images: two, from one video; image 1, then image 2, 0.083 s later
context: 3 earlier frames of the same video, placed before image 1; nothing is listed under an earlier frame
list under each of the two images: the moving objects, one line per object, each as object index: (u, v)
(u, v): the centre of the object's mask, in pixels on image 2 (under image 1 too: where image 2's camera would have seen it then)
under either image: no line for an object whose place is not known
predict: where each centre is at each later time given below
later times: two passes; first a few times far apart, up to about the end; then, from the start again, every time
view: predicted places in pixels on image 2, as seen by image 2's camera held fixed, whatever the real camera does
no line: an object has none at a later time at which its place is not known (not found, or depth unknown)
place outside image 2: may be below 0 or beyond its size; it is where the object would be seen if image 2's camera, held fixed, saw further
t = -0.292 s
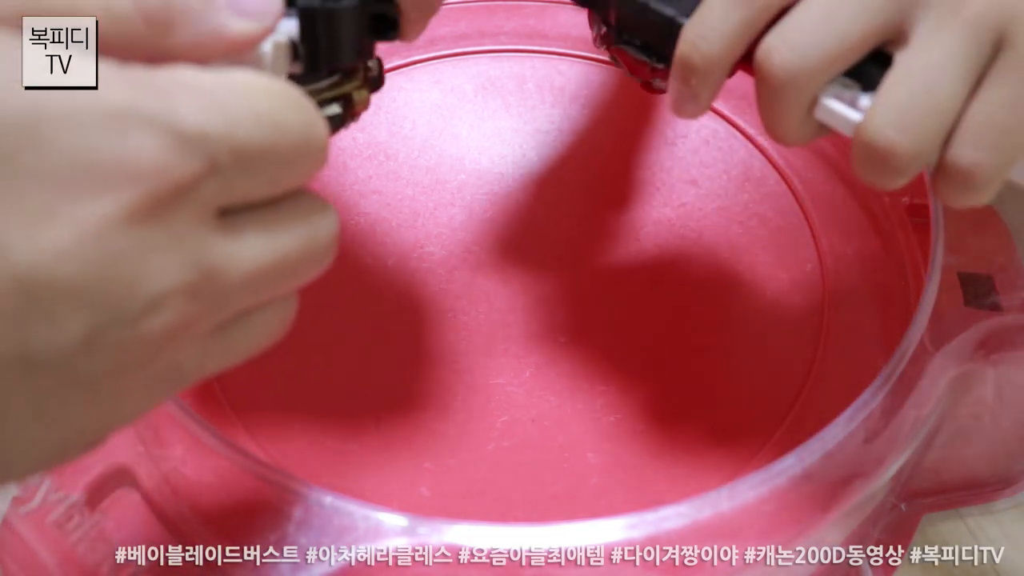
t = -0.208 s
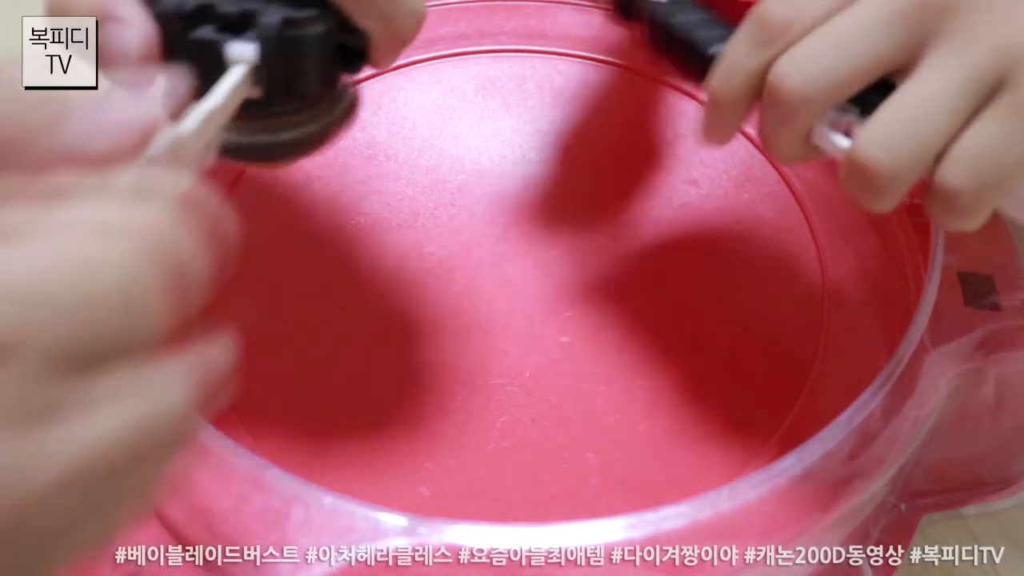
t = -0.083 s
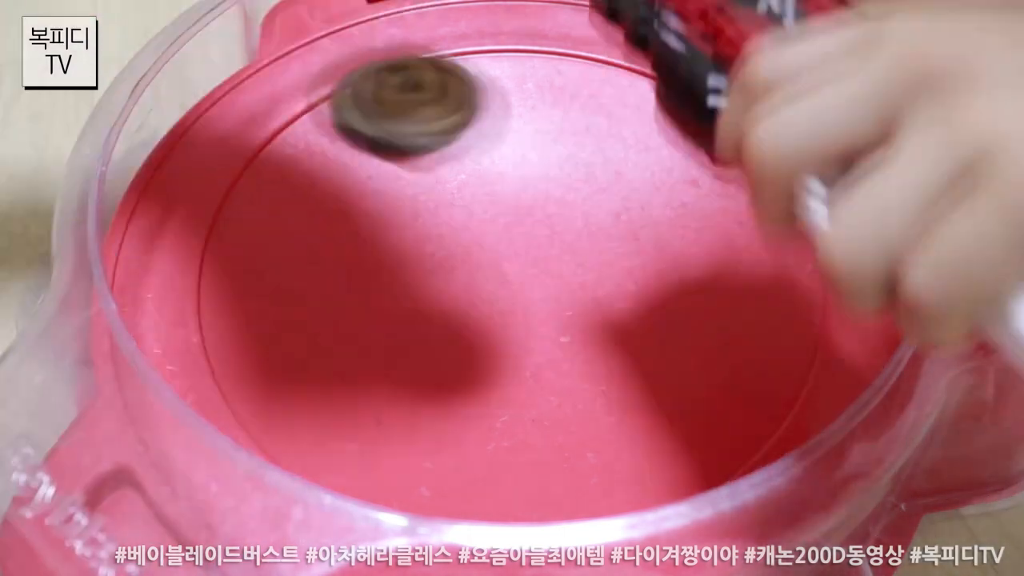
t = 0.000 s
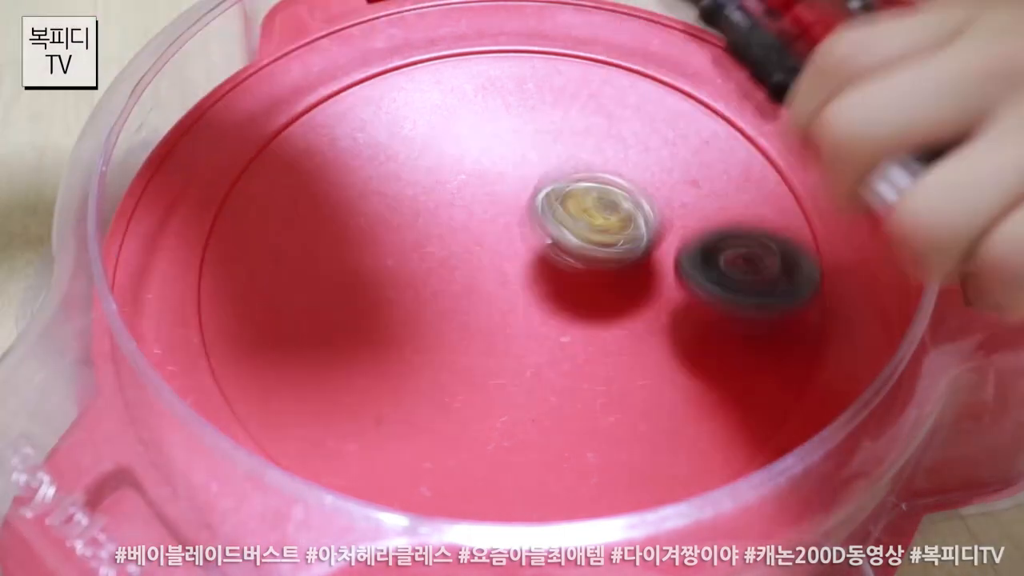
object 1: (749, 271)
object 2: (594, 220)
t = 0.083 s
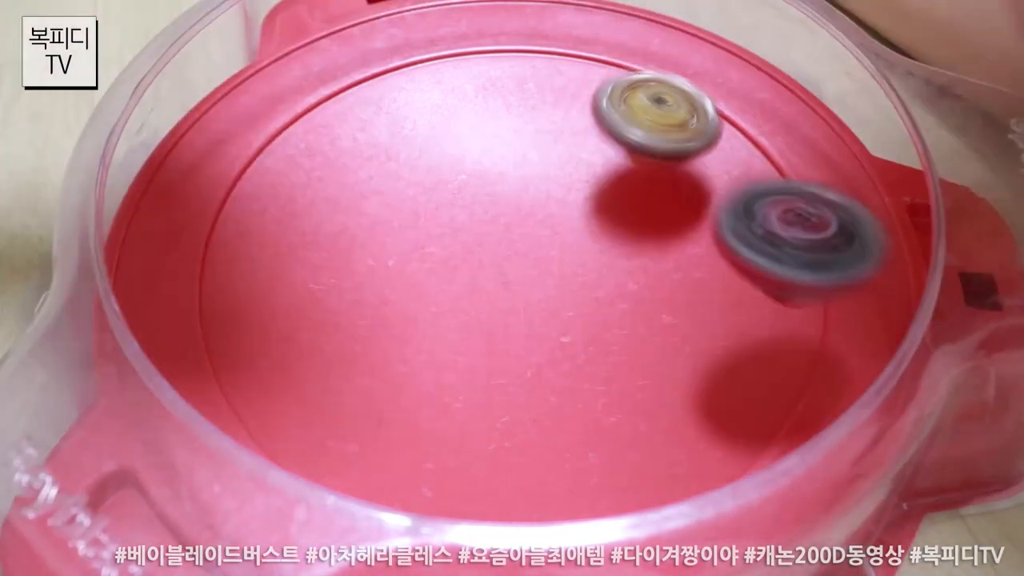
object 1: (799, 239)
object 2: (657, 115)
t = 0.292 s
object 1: (642, 422)
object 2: (559, 19)
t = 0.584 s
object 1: (333, 288)
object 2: (316, 180)
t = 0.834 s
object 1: (507, 293)
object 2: (385, 126)
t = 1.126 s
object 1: (642, 393)
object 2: (507, 155)
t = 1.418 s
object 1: (499, 445)
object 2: (502, 176)
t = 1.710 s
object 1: (424, 369)
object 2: (541, 116)
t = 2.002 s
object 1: (488, 313)
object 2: (566, 61)
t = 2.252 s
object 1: (583, 320)
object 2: (558, 159)
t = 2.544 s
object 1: (620, 380)
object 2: (502, 225)
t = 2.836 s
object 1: (527, 359)
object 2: (534, 217)
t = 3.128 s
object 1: (499, 320)
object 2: (549, 198)
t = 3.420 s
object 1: (393, 317)
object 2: (533, 161)
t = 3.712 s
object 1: (397, 246)
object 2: (545, 208)
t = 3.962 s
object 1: (435, 223)
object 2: (587, 228)
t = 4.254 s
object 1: (414, 207)
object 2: (601, 222)
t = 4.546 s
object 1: (384, 179)
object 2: (654, 181)
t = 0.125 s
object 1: (839, 283)
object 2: (659, 92)
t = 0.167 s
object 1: (822, 291)
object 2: (648, 38)
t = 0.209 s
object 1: (771, 320)
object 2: (637, 21)
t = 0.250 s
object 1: (704, 385)
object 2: (607, 13)
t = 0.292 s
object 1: (642, 422)
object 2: (559, 19)
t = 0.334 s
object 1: (580, 393)
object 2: (510, 32)
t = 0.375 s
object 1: (513, 392)
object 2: (458, 53)
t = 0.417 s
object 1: (454, 411)
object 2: (412, 78)
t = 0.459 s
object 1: (404, 373)
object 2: (374, 104)
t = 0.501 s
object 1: (362, 358)
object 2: (344, 132)
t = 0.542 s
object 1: (338, 319)
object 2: (324, 160)
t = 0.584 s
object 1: (333, 288)
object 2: (316, 180)
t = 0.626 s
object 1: (343, 287)
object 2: (317, 174)
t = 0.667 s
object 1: (362, 283)
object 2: (325, 173)
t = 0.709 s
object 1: (401, 300)
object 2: (330, 150)
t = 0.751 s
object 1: (441, 305)
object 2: (342, 132)
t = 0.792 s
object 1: (477, 300)
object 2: (362, 125)
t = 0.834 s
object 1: (507, 293)
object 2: (385, 126)
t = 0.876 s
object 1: (529, 284)
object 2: (411, 131)
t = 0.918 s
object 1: (546, 278)
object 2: (438, 143)
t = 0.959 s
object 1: (559, 276)
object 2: (465, 158)
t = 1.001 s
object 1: (566, 278)
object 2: (492, 177)
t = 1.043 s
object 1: (577, 290)
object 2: (511, 188)
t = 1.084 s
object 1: (613, 355)
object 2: (509, 162)
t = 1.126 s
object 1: (642, 393)
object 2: (507, 155)
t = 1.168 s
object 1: (656, 426)
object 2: (507, 150)
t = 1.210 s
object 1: (655, 443)
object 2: (507, 147)
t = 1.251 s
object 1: (637, 454)
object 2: (506, 148)
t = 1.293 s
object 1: (612, 461)
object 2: (505, 153)
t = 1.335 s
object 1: (579, 462)
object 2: (504, 160)
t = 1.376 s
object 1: (542, 457)
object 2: (504, 168)
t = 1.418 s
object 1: (499, 445)
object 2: (502, 176)
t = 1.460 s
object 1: (465, 420)
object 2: (499, 185)
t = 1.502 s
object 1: (444, 391)
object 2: (498, 198)
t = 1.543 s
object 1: (435, 357)
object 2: (497, 205)
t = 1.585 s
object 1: (441, 323)
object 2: (496, 212)
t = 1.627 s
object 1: (443, 314)
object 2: (507, 197)
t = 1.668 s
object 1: (429, 349)
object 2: (527, 153)
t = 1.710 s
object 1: (424, 369)
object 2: (541, 116)
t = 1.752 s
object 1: (426, 371)
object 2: (554, 89)
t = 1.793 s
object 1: (426, 366)
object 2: (560, 72)
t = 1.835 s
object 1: (428, 355)
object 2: (565, 63)
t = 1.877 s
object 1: (434, 341)
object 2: (567, 58)
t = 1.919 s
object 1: (447, 329)
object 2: (567, 56)
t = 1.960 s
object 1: (466, 320)
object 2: (567, 58)
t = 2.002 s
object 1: (488, 313)
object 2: (566, 61)
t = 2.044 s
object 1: (509, 310)
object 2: (566, 69)
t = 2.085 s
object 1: (528, 310)
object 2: (567, 80)
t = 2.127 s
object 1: (546, 312)
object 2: (570, 96)
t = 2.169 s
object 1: (561, 314)
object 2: (569, 115)
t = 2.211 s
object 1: (572, 316)
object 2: (565, 137)
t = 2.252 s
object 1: (583, 320)
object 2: (558, 159)
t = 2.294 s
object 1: (596, 323)
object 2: (551, 182)
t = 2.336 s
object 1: (606, 328)
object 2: (545, 205)
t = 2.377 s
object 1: (611, 331)
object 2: (539, 225)
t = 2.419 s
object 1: (611, 332)
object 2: (533, 241)
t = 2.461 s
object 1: (625, 354)
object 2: (517, 234)
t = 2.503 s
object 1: (625, 369)
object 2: (506, 229)
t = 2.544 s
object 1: (620, 380)
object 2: (502, 225)
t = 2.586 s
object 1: (616, 382)
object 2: (503, 226)
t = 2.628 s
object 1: (604, 376)
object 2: (509, 229)
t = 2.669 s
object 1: (578, 363)
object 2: (513, 233)
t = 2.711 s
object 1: (555, 353)
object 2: (520, 241)
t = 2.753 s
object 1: (543, 361)
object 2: (525, 234)
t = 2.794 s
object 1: (535, 366)
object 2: (530, 222)
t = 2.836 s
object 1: (527, 359)
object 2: (534, 217)
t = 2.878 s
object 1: (521, 342)
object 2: (538, 216)
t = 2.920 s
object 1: (520, 323)
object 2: (543, 216)
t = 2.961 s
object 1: (517, 327)
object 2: (552, 199)
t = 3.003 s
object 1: (512, 326)
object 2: (558, 187)
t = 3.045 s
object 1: (507, 324)
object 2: (560, 184)
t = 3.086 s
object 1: (503, 324)
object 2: (557, 188)
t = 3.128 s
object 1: (499, 320)
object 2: (549, 198)
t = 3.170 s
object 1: (497, 311)
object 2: (542, 208)
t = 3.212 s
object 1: (476, 338)
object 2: (551, 186)
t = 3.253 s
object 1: (453, 353)
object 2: (560, 164)
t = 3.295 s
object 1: (434, 355)
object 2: (564, 152)
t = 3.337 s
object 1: (416, 348)
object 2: (559, 148)
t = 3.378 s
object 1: (402, 335)
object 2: (549, 152)
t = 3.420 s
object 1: (393, 317)
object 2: (533, 161)
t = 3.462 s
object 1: (384, 297)
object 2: (517, 174)
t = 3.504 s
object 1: (385, 279)
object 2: (504, 189)
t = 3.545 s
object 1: (391, 265)
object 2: (499, 200)
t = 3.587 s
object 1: (384, 265)
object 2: (515, 199)
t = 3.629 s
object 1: (385, 261)
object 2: (529, 200)
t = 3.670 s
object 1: (389, 254)
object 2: (539, 203)
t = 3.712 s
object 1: (397, 246)
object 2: (545, 208)
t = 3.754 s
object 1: (406, 239)
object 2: (547, 214)
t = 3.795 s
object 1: (405, 234)
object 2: (559, 219)
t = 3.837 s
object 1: (396, 233)
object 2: (579, 220)
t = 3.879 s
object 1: (402, 233)
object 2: (589, 222)
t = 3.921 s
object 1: (418, 229)
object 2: (591, 225)
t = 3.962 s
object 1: (435, 223)
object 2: (587, 228)
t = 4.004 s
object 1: (441, 219)
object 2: (588, 230)
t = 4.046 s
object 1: (432, 216)
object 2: (599, 231)
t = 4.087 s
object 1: (424, 211)
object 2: (604, 230)
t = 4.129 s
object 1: (425, 208)
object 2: (601, 231)
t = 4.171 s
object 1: (430, 208)
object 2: (591, 229)
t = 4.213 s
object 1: (439, 208)
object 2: (580, 225)
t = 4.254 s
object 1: (414, 207)
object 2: (601, 222)
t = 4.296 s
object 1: (381, 204)
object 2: (633, 219)
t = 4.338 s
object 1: (365, 204)
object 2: (654, 216)
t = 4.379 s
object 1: (361, 200)
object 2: (666, 211)
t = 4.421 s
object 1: (361, 192)
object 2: (671, 205)
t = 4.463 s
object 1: (368, 184)
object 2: (670, 197)
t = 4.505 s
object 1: (376, 180)
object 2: (665, 189)
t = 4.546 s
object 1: (384, 179)
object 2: (654, 181)
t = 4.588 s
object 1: (393, 180)
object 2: (642, 179)
